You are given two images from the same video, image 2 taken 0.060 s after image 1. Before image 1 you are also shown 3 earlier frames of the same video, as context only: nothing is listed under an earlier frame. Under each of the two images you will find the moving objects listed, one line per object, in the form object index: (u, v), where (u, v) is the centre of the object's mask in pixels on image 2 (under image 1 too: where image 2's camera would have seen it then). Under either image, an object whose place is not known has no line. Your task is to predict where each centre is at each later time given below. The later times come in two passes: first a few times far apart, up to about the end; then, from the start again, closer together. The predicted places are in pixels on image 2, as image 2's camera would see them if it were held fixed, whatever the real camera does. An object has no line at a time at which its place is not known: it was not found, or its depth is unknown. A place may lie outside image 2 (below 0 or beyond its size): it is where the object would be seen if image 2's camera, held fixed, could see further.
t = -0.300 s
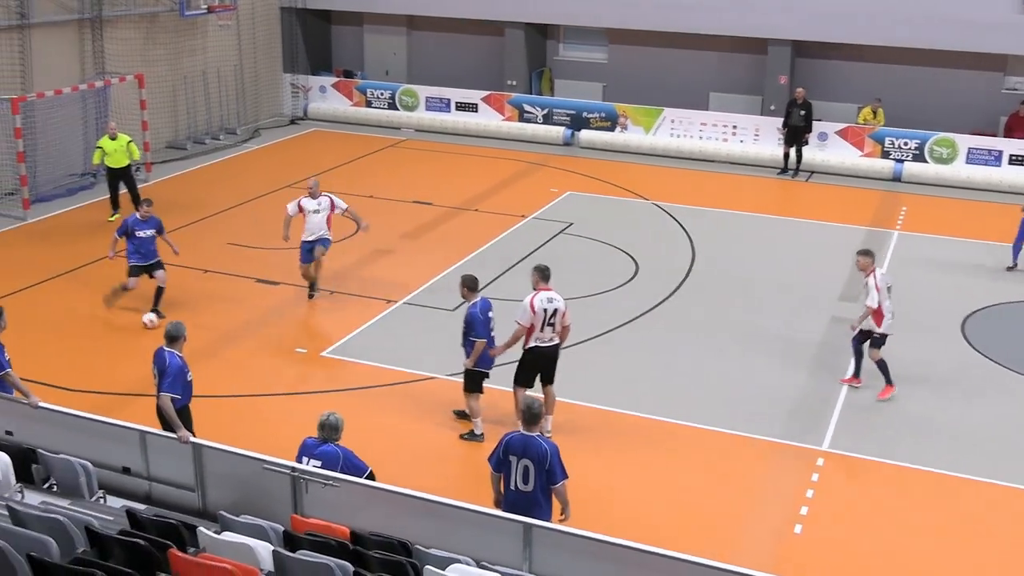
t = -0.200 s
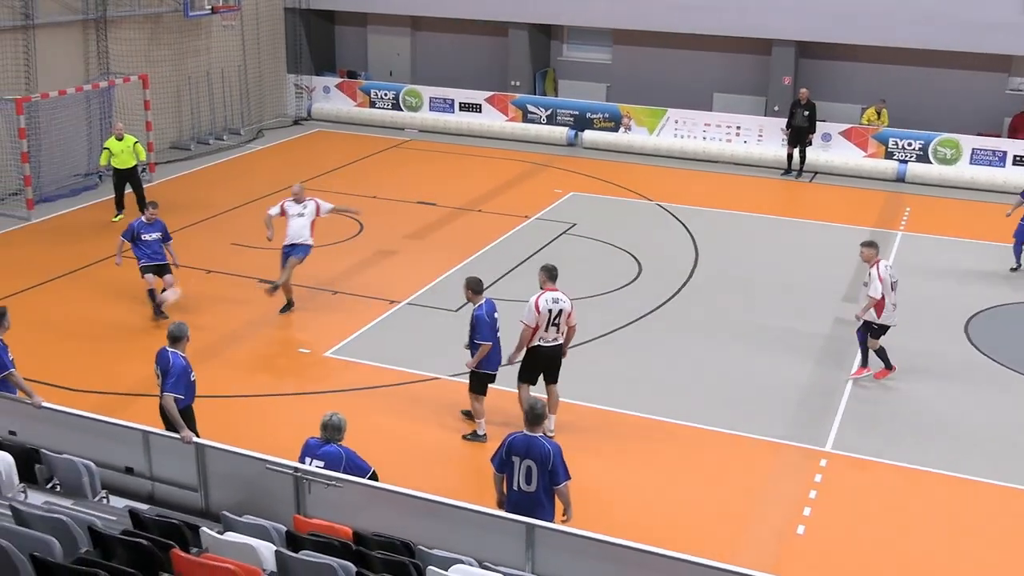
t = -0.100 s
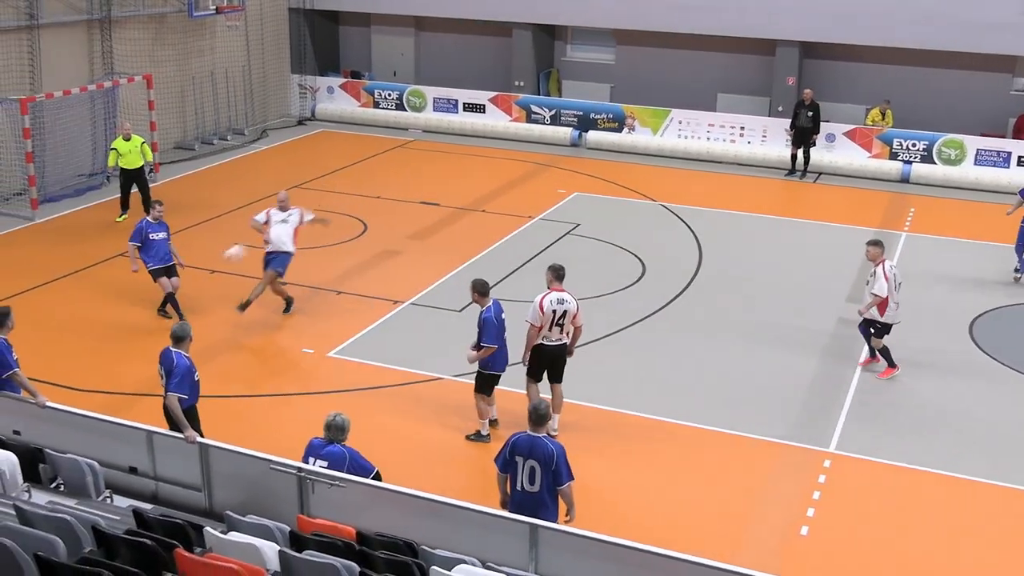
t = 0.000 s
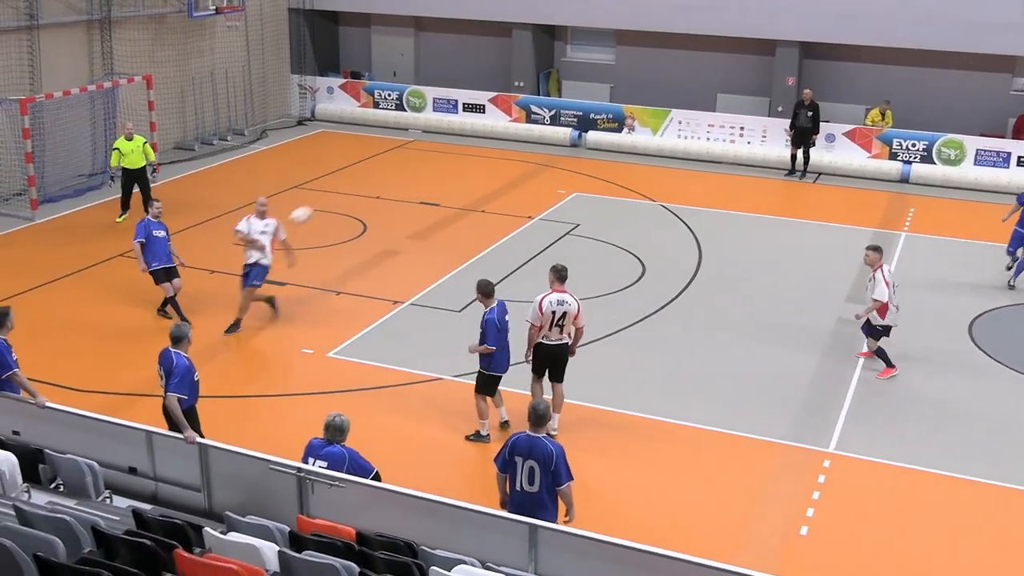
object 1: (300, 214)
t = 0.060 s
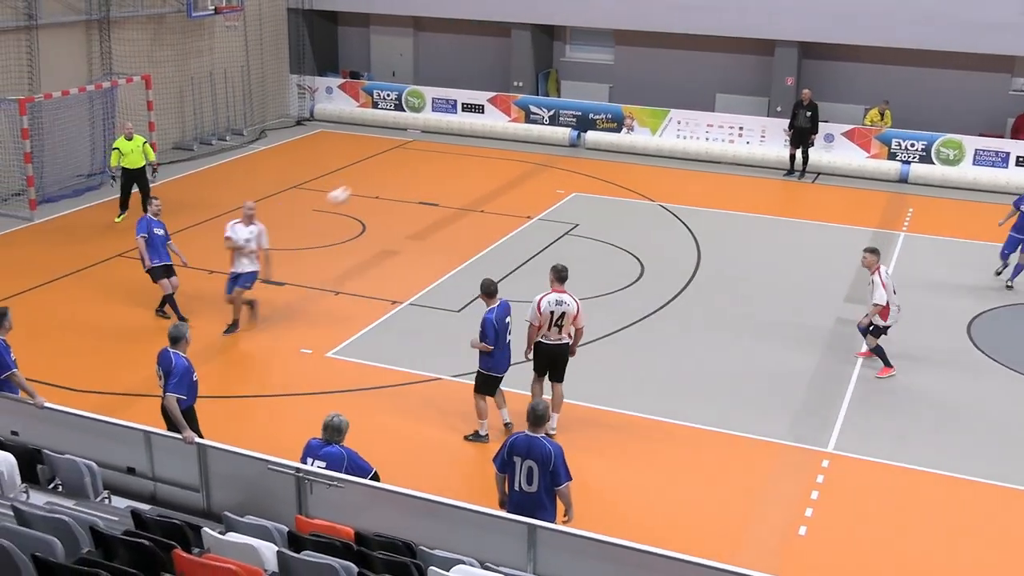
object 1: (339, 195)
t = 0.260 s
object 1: (484, 140)
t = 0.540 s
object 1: (703, 114)
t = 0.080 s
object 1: (353, 188)
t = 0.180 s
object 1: (423, 160)
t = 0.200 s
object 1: (438, 155)
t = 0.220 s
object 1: (454, 149)
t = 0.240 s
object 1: (469, 144)
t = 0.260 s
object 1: (484, 140)
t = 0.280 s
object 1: (498, 137)
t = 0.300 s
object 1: (513, 132)
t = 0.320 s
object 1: (526, 130)
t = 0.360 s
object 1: (561, 125)
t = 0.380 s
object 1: (576, 122)
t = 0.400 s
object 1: (591, 120)
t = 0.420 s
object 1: (605, 119)
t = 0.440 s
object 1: (622, 118)
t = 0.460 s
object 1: (639, 115)
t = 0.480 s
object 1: (655, 114)
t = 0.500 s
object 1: (671, 114)
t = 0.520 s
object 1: (686, 114)
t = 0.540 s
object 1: (703, 114)
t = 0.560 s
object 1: (719, 115)
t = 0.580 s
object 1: (737, 115)
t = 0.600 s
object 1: (754, 116)
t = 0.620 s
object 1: (769, 117)
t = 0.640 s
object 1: (786, 120)
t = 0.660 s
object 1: (802, 122)
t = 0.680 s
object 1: (819, 125)
